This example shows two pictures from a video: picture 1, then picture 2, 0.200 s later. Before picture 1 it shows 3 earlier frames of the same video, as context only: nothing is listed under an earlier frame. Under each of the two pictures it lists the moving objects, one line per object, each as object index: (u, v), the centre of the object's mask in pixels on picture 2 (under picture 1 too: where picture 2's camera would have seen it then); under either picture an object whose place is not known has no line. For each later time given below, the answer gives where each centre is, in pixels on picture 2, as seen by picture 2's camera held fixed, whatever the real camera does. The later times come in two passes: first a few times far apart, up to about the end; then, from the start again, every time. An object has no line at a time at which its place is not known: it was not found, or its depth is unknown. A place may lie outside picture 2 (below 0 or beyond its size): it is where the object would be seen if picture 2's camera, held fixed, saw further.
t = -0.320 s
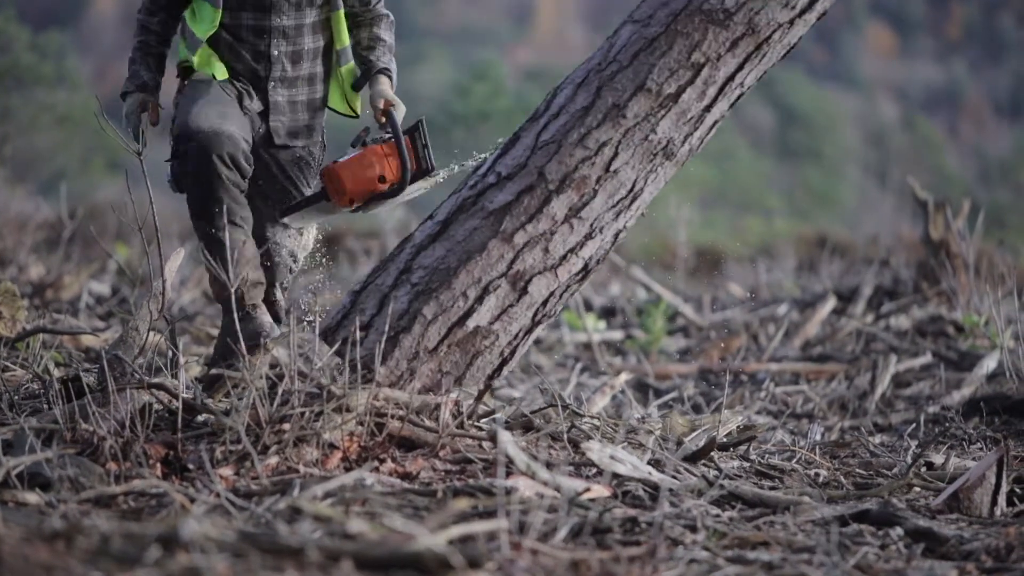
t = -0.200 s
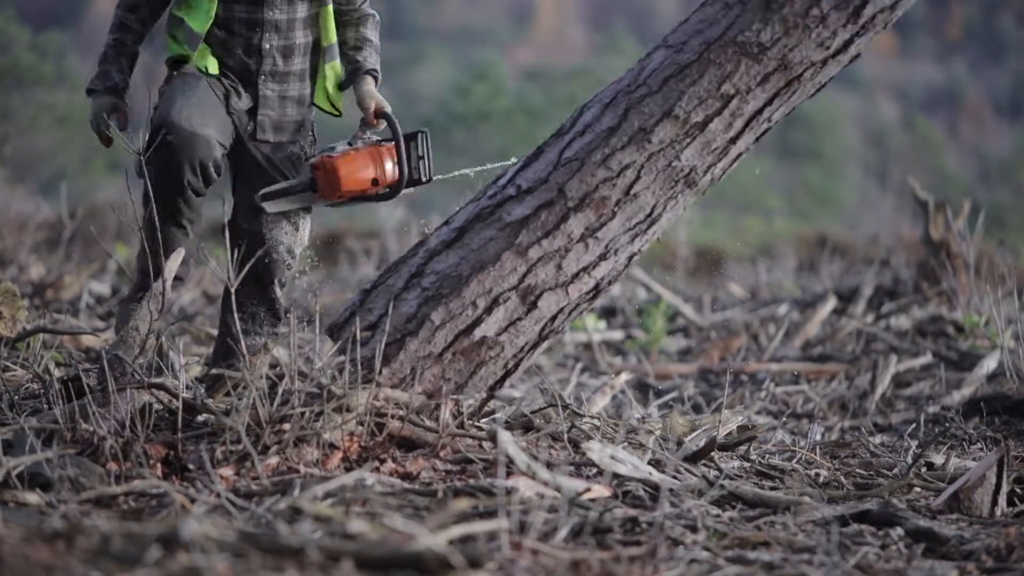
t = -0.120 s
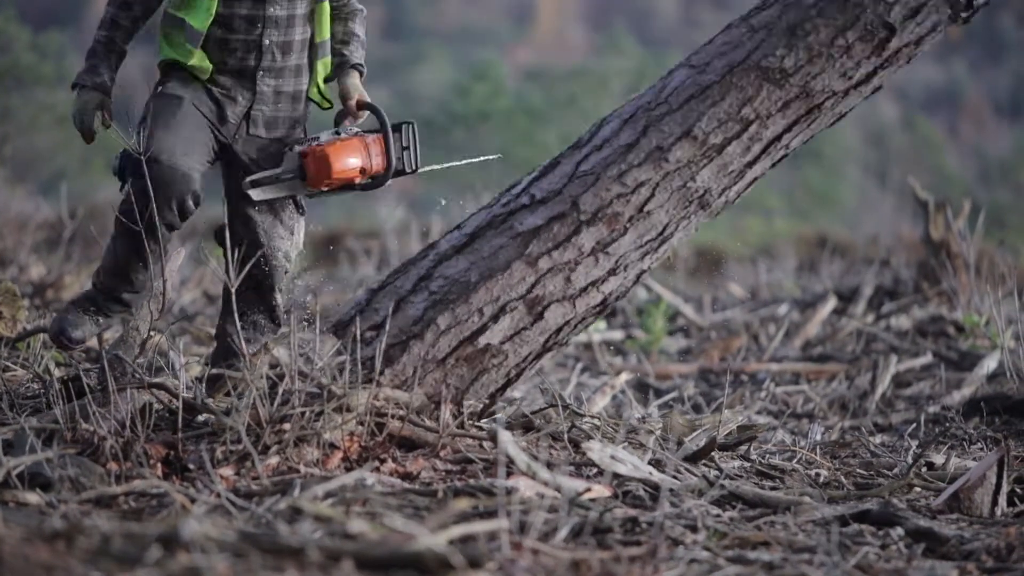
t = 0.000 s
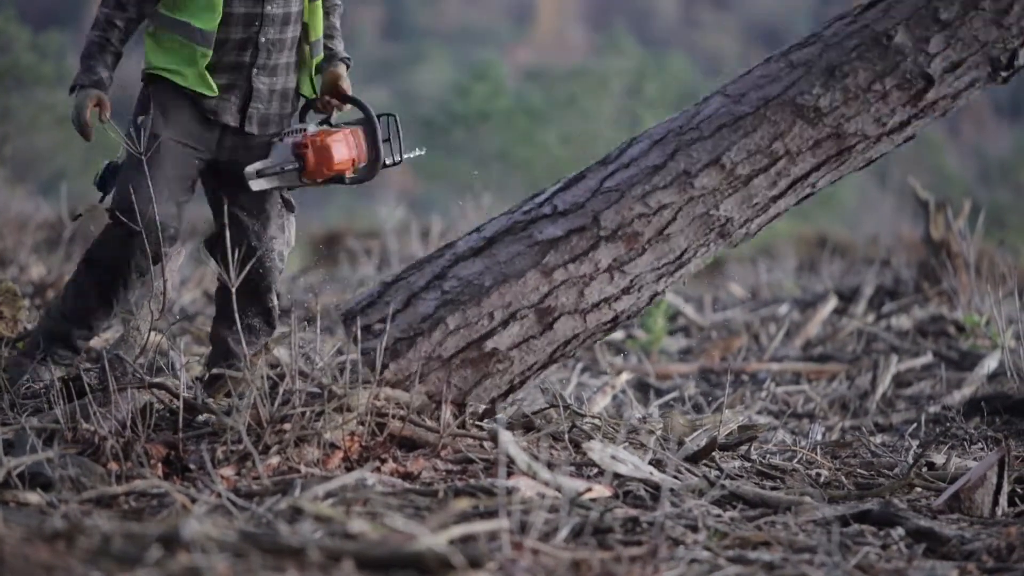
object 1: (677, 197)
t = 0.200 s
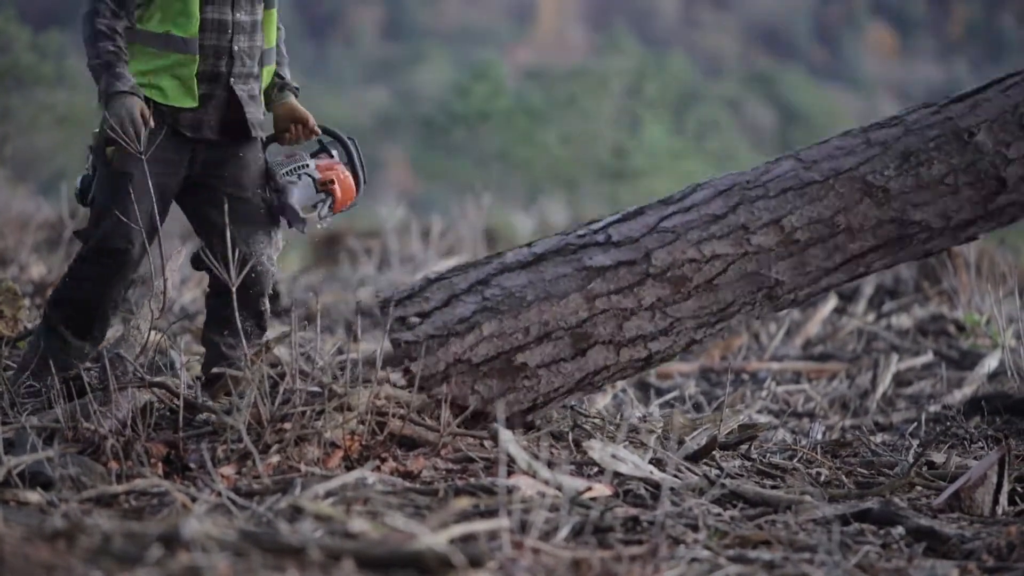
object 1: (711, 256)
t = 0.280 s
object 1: (726, 294)
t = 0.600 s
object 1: (839, 413)
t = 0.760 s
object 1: (823, 399)
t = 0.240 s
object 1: (716, 276)
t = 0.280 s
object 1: (726, 294)
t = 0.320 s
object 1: (735, 314)
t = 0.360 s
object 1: (751, 335)
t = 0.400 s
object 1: (765, 359)
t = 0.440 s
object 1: (786, 378)
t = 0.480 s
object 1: (796, 398)
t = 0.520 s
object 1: (824, 402)
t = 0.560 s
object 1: (833, 408)
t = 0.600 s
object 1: (839, 413)
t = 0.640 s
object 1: (835, 413)
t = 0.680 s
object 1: (830, 411)
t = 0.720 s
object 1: (825, 405)
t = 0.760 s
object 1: (823, 399)
